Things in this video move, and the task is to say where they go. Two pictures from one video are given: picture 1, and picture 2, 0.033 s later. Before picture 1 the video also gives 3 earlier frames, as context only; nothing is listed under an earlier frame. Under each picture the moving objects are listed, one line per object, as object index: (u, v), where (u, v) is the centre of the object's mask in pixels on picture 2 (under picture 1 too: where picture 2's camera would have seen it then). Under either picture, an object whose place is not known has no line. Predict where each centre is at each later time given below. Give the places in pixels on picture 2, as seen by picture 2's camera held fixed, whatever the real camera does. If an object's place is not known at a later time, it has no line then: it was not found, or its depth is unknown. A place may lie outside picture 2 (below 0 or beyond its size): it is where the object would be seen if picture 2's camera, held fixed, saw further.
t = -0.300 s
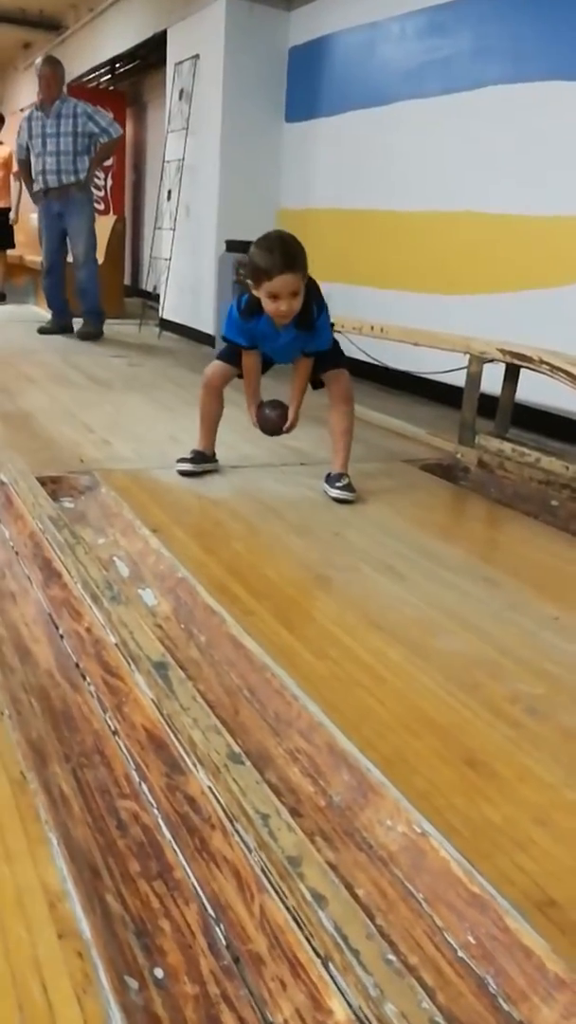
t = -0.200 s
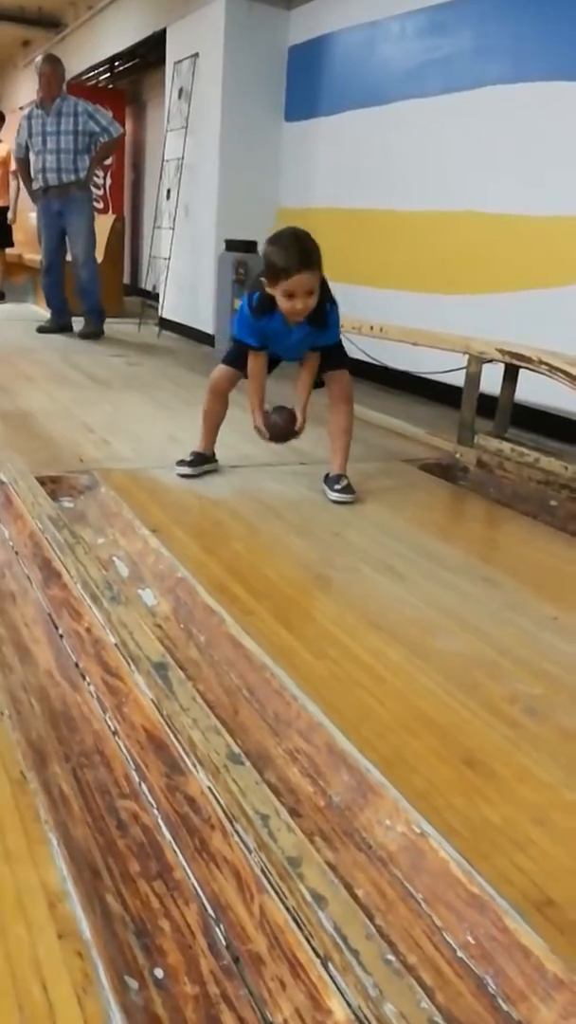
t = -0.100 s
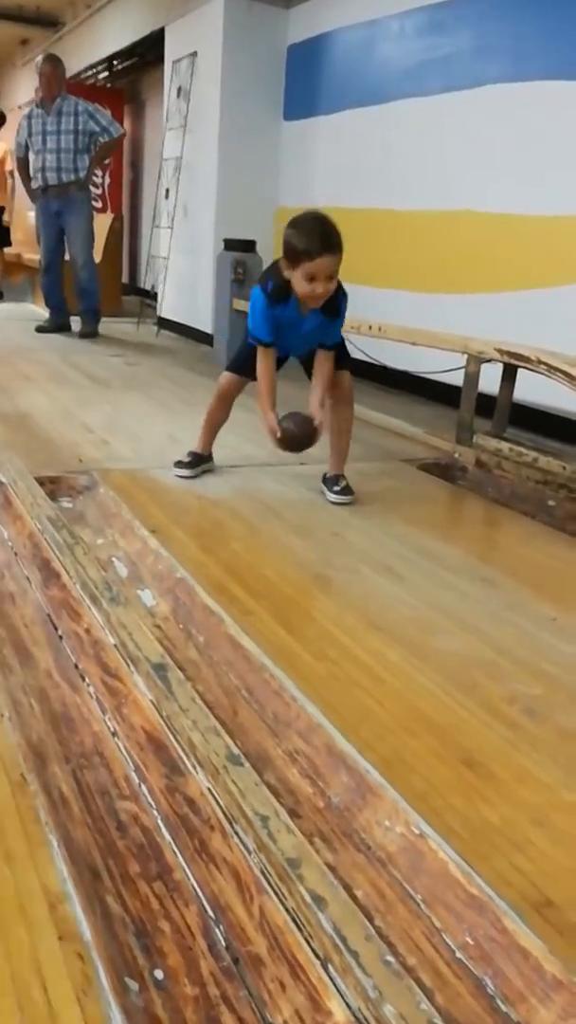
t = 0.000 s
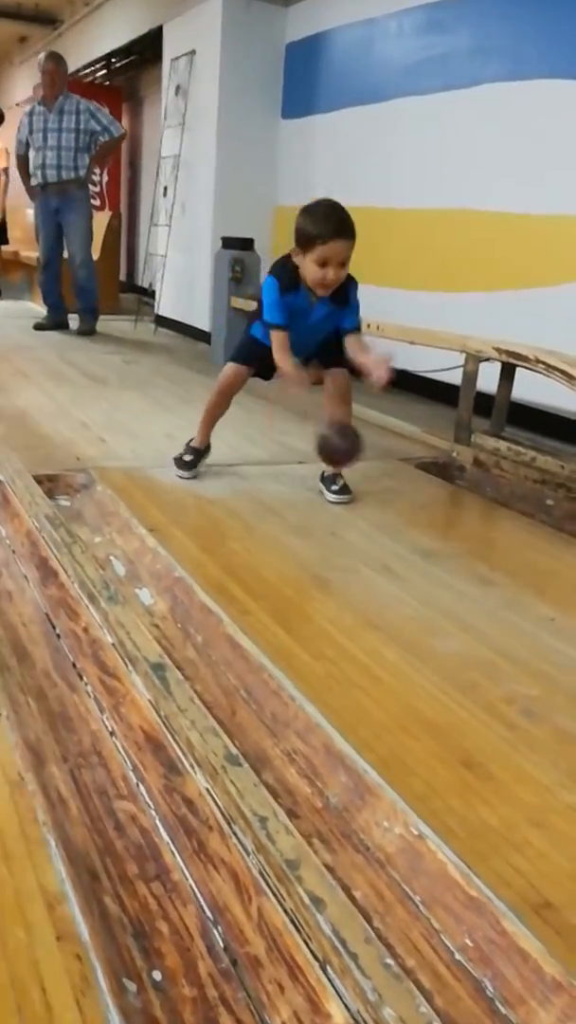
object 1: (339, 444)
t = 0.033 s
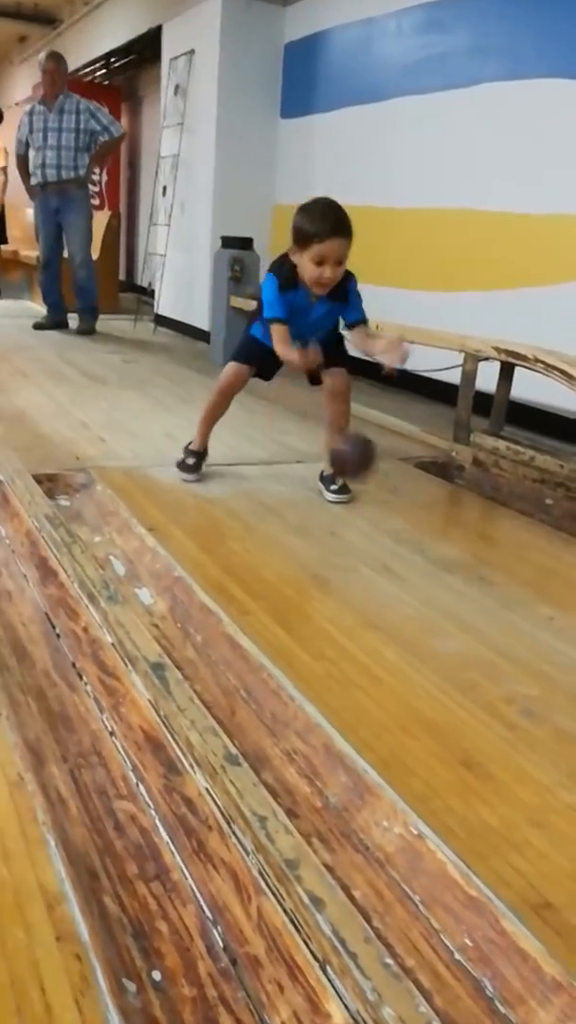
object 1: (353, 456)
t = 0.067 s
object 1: (368, 471)
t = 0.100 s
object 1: (383, 496)
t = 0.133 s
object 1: (401, 528)
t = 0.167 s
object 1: (419, 568)
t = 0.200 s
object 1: (440, 622)
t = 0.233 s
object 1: (463, 632)
